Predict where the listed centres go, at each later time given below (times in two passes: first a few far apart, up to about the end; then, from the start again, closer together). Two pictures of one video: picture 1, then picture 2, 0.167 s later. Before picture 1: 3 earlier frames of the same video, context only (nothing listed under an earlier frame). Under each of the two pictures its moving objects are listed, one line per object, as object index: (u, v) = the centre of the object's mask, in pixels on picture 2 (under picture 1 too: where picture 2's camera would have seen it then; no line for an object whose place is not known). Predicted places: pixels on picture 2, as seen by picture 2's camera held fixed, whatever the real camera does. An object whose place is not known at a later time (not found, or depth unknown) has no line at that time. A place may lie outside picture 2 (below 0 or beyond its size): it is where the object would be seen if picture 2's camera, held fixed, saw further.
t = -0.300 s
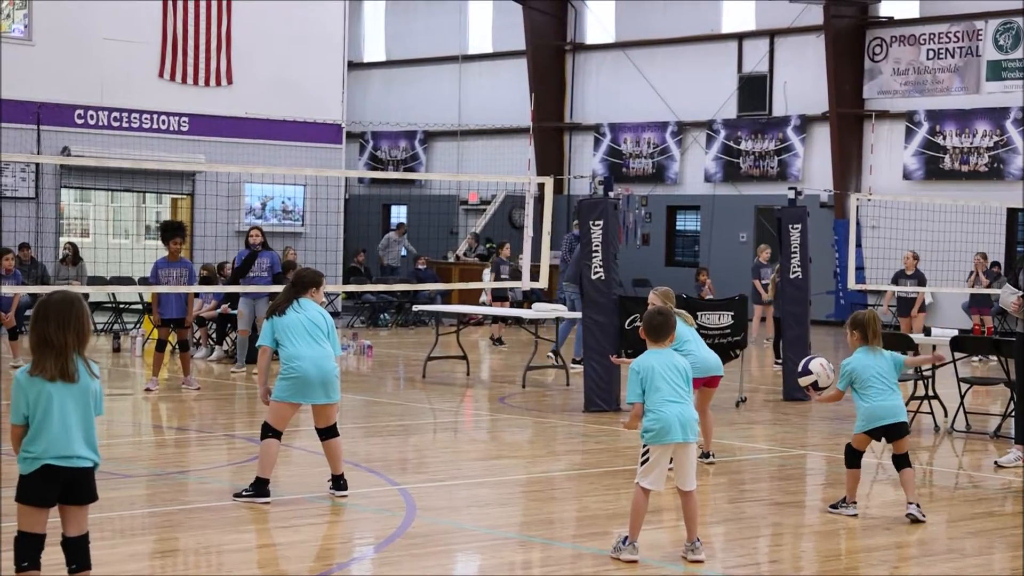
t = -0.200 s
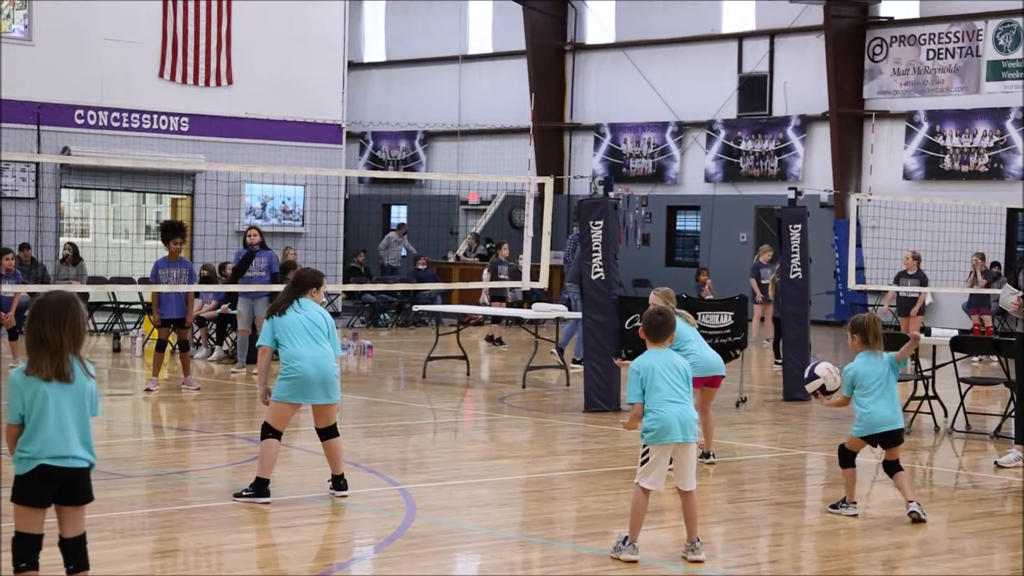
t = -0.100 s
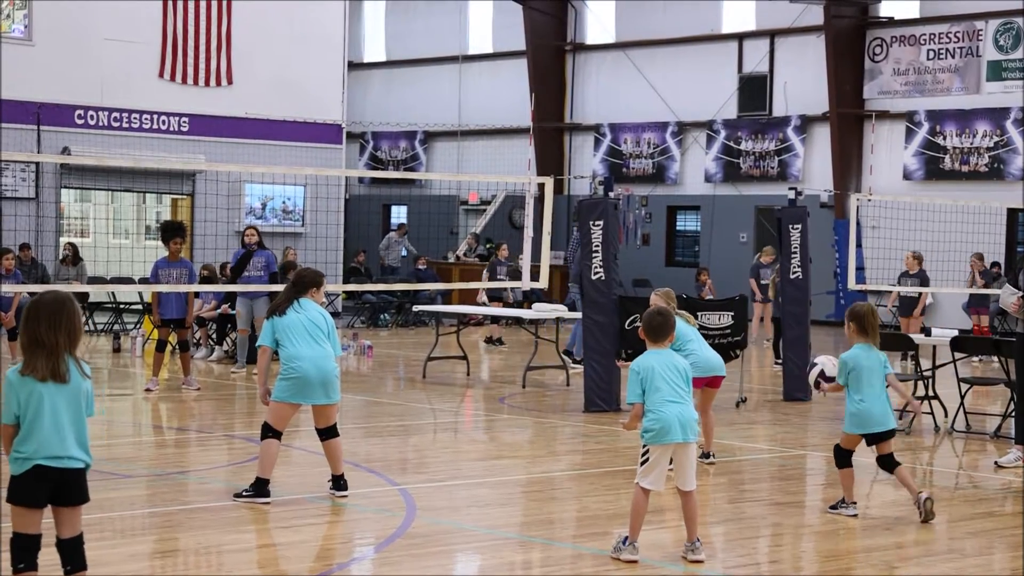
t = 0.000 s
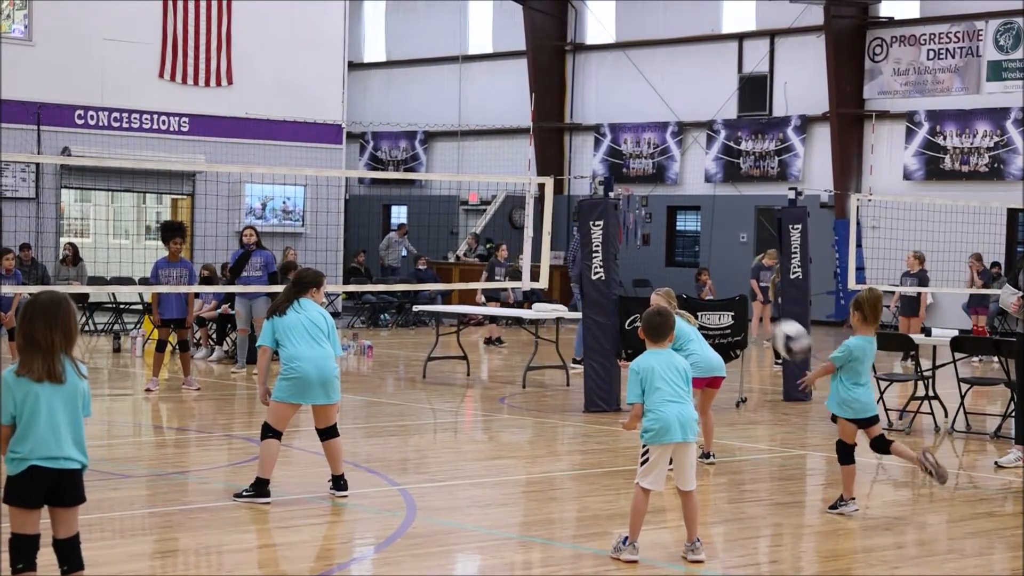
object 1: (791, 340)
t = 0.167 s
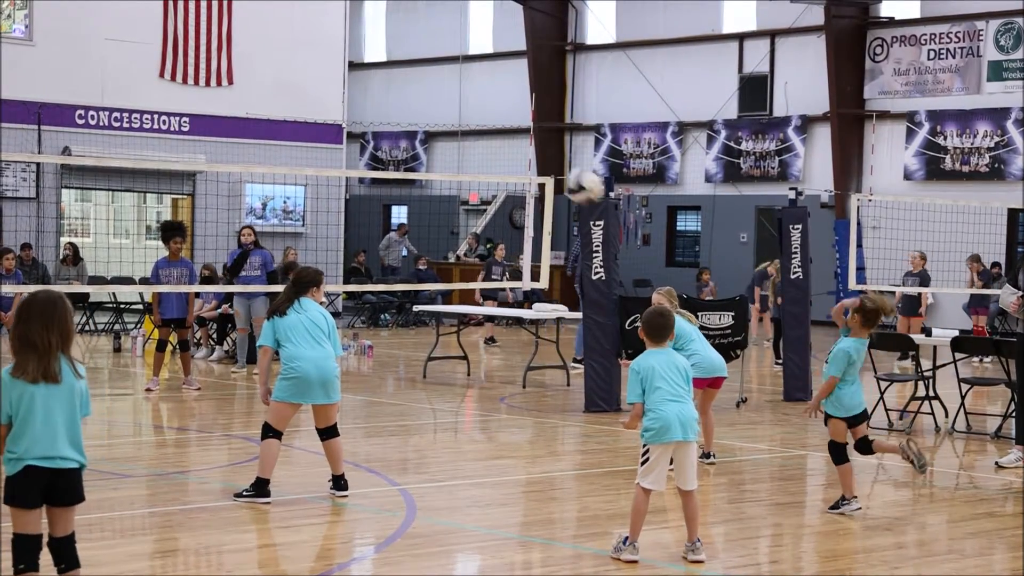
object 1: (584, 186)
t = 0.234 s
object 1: (506, 140)
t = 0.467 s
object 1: (245, 49)
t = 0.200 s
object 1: (545, 161)
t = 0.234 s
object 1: (506, 140)
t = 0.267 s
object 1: (467, 123)
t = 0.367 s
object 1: (355, 76)
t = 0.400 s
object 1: (318, 65)
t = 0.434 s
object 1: (281, 56)
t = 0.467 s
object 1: (245, 49)
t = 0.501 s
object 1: (210, 42)
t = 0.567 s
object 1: (138, 36)
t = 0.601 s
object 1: (105, 36)
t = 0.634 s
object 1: (70, 36)
